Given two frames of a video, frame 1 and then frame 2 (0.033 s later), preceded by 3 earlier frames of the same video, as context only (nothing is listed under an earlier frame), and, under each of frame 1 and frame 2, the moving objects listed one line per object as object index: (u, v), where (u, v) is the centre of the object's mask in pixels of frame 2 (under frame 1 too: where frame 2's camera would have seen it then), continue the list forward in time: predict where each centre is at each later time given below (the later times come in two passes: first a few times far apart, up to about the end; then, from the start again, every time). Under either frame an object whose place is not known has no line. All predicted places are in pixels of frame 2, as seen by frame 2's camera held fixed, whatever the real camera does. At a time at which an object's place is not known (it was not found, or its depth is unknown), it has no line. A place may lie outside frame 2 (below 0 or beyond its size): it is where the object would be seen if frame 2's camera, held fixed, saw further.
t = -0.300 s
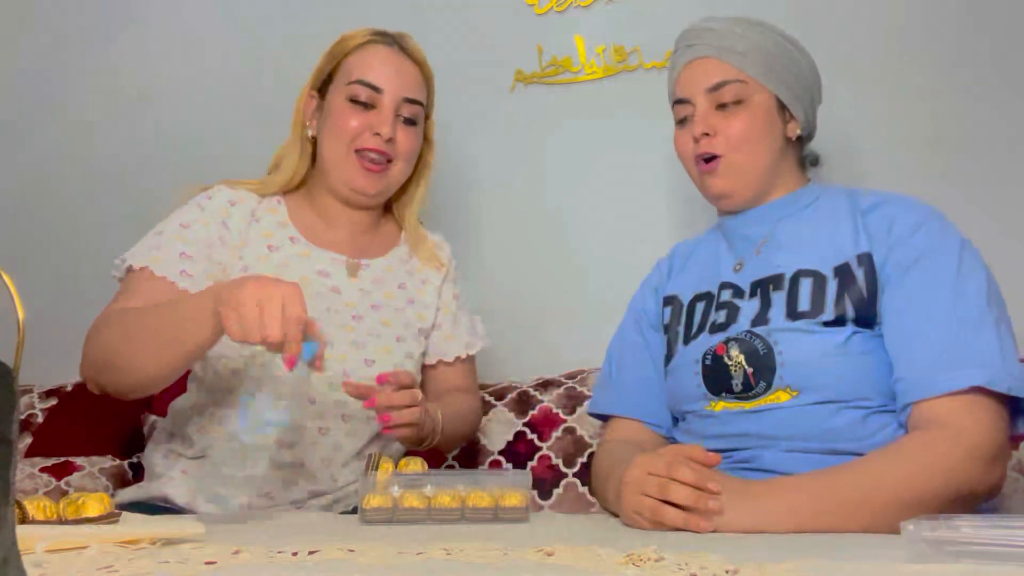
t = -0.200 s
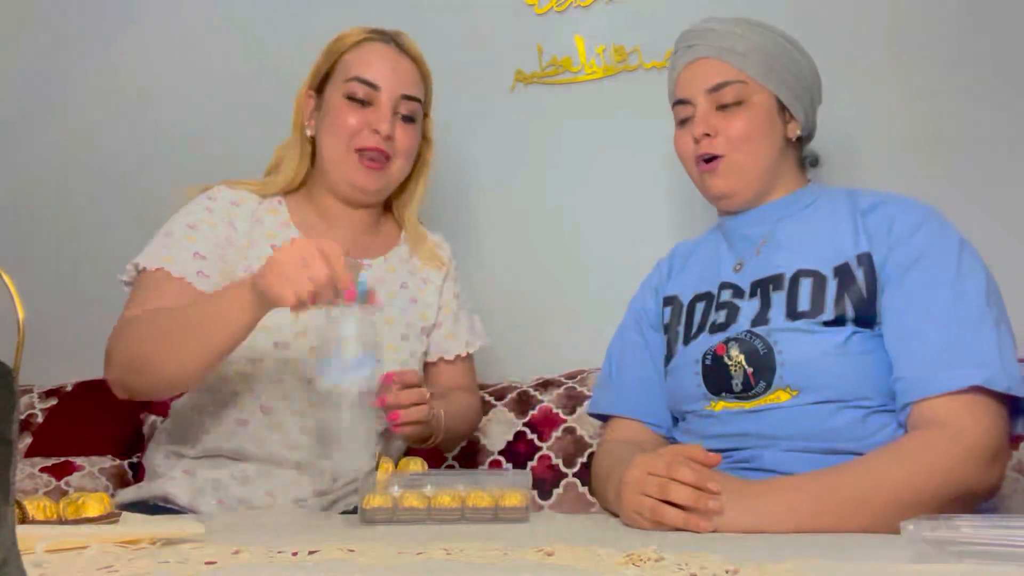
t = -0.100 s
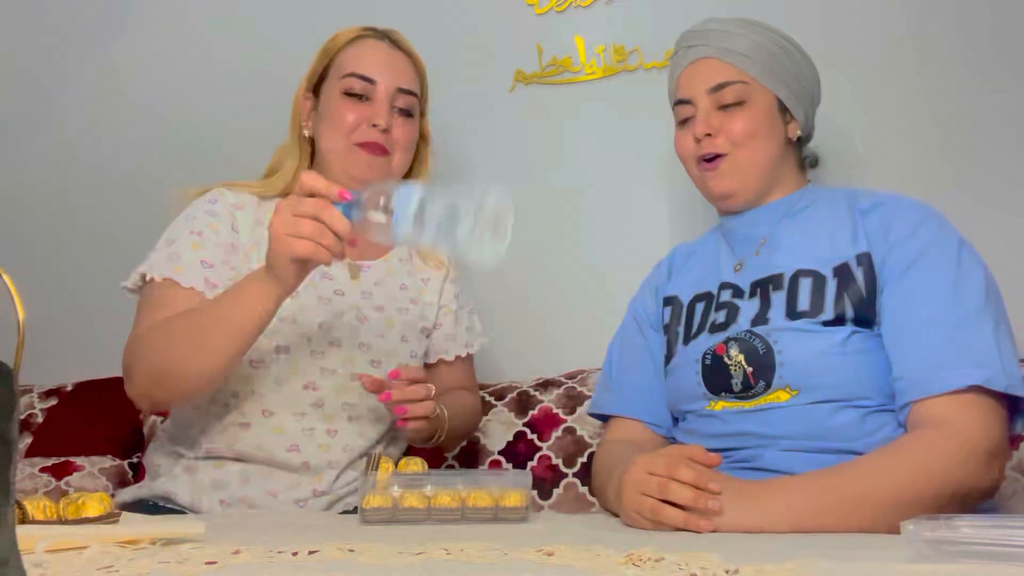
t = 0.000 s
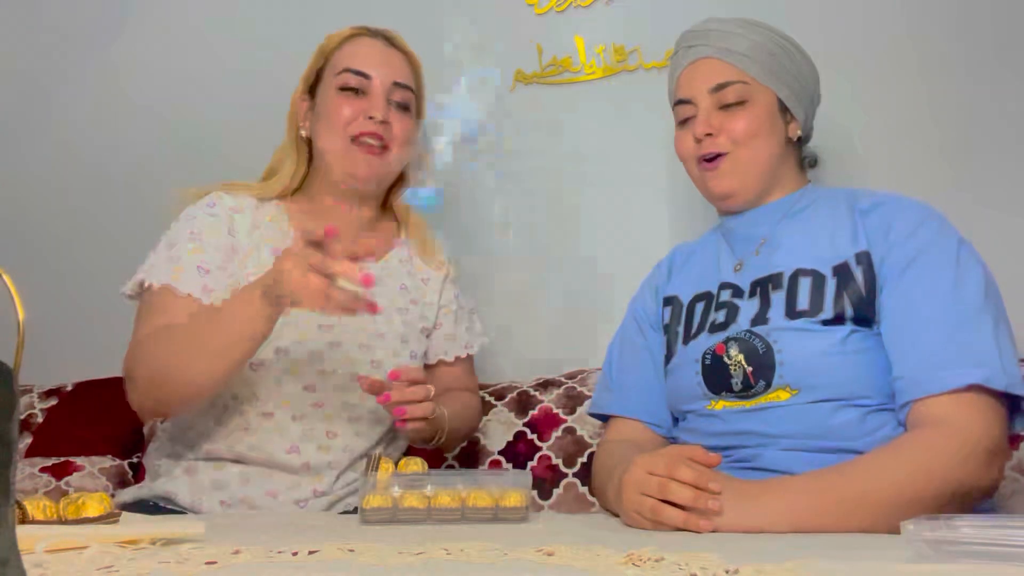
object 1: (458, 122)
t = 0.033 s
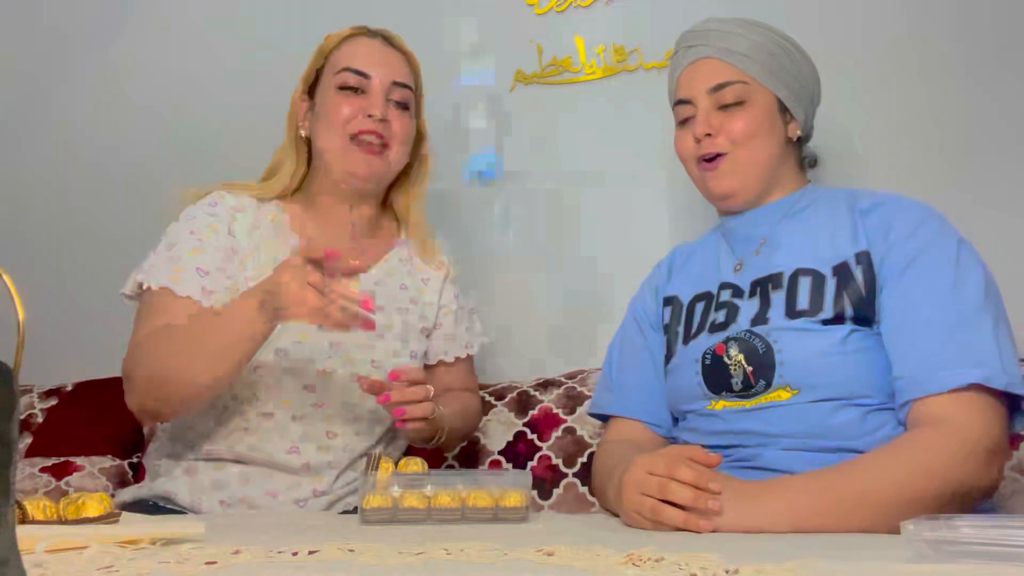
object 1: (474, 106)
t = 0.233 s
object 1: (486, 104)
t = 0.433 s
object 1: (437, 439)
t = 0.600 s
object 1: (412, 442)
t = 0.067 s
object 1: (494, 69)
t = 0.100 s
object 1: (513, 52)
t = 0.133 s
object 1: (506, 42)
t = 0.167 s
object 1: (516, 50)
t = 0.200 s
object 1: (495, 70)
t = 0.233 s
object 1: (486, 104)
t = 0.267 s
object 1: (477, 152)
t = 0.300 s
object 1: (472, 206)
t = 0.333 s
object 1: (463, 286)
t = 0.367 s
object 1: (453, 377)
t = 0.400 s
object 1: (444, 438)
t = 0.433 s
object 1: (437, 439)
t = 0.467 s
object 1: (434, 438)
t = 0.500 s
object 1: (429, 439)
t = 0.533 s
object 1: (423, 440)
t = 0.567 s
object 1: (418, 441)
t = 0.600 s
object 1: (412, 442)
